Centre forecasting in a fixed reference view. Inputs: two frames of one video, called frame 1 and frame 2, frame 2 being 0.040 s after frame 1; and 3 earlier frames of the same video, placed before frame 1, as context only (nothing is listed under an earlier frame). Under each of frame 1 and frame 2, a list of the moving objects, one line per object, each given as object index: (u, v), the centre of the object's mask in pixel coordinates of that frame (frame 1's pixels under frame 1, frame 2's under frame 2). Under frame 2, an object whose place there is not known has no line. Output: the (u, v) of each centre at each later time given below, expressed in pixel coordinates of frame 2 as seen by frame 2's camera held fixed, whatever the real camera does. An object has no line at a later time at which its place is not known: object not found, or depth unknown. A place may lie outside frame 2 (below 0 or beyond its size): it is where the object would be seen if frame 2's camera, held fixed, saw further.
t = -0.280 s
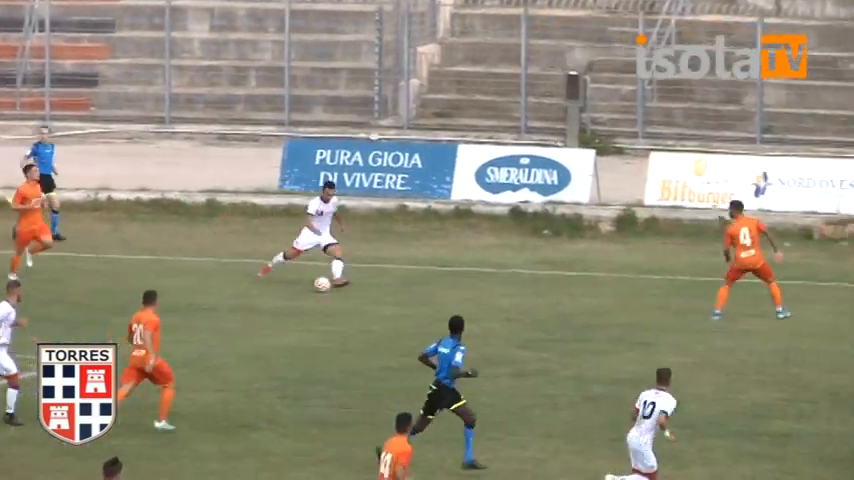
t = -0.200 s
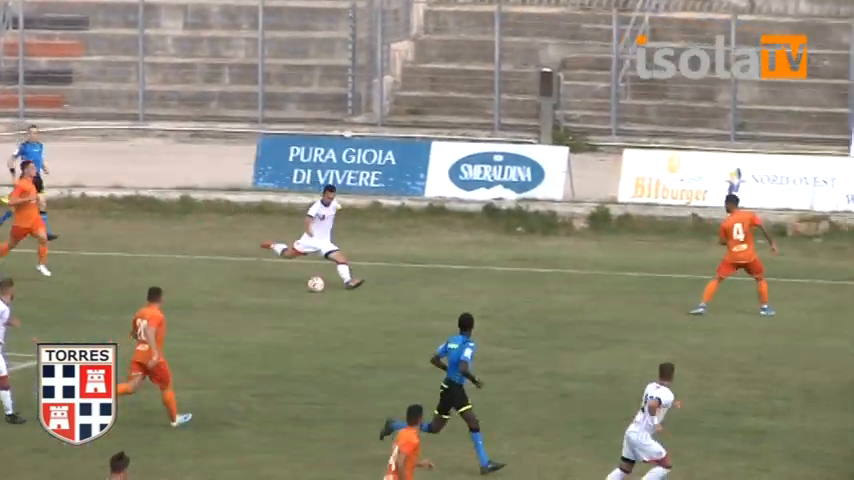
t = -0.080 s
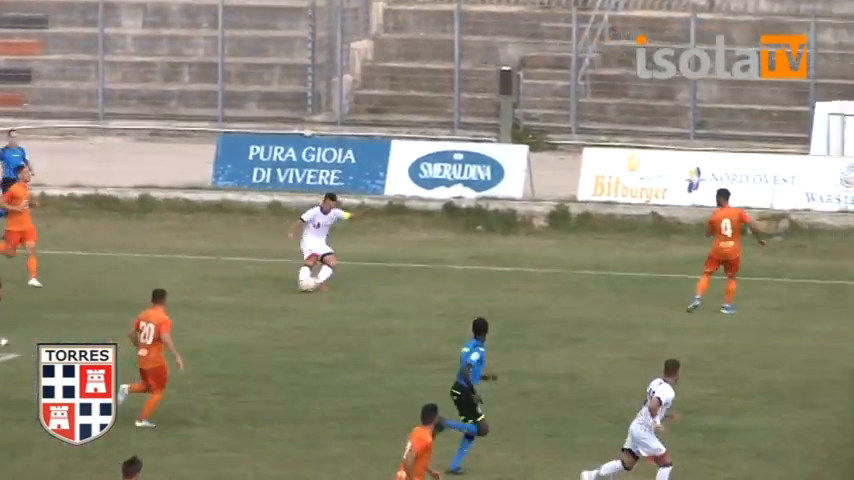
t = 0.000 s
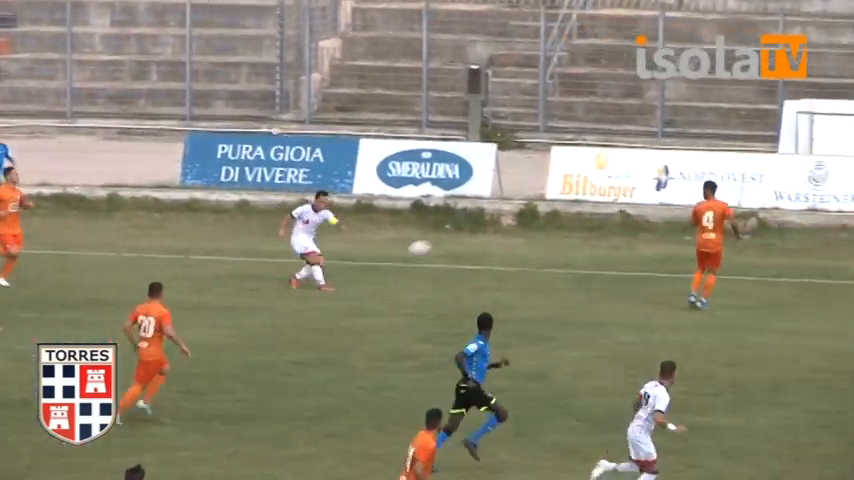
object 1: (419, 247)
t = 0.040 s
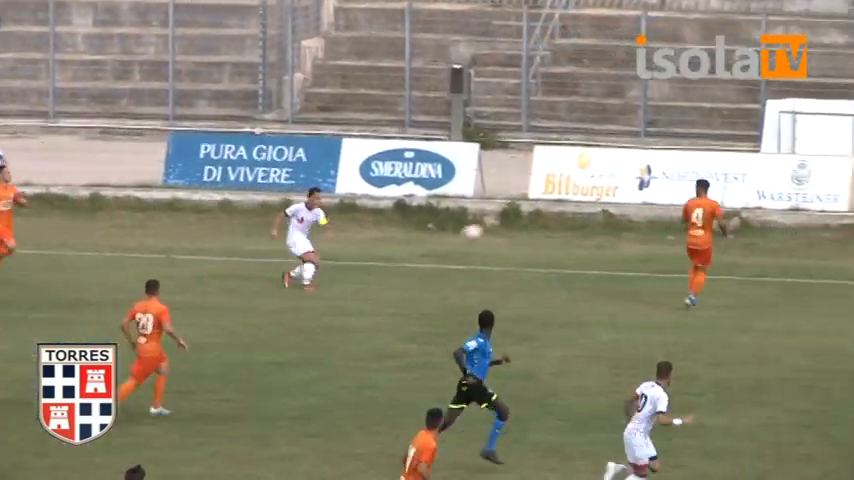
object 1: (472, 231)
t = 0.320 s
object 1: (954, 149)
